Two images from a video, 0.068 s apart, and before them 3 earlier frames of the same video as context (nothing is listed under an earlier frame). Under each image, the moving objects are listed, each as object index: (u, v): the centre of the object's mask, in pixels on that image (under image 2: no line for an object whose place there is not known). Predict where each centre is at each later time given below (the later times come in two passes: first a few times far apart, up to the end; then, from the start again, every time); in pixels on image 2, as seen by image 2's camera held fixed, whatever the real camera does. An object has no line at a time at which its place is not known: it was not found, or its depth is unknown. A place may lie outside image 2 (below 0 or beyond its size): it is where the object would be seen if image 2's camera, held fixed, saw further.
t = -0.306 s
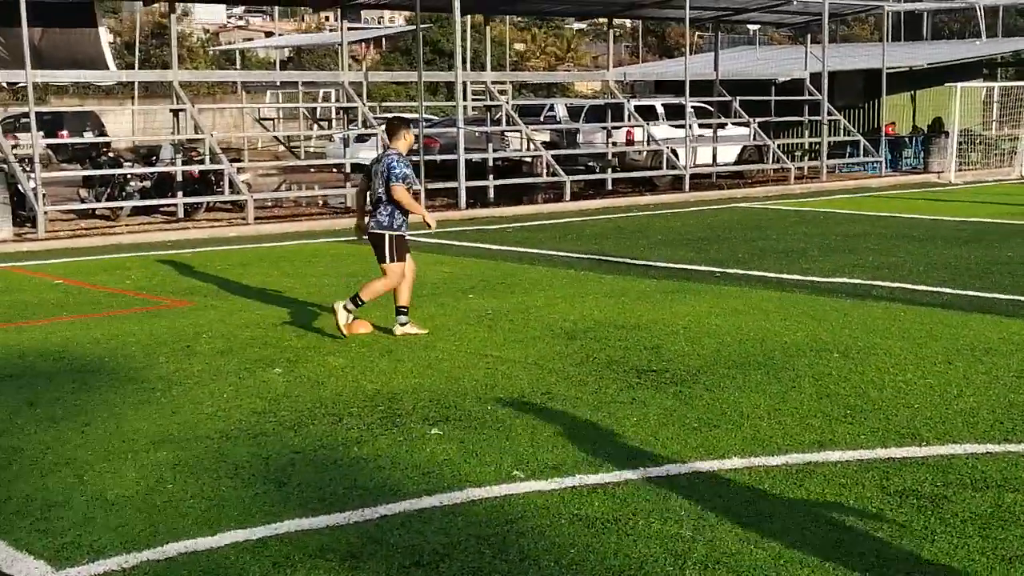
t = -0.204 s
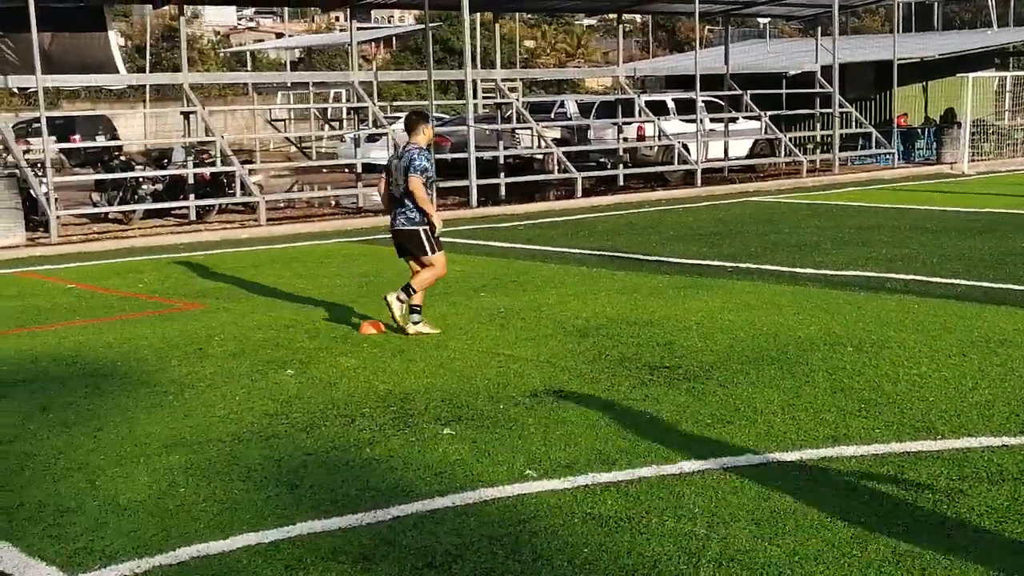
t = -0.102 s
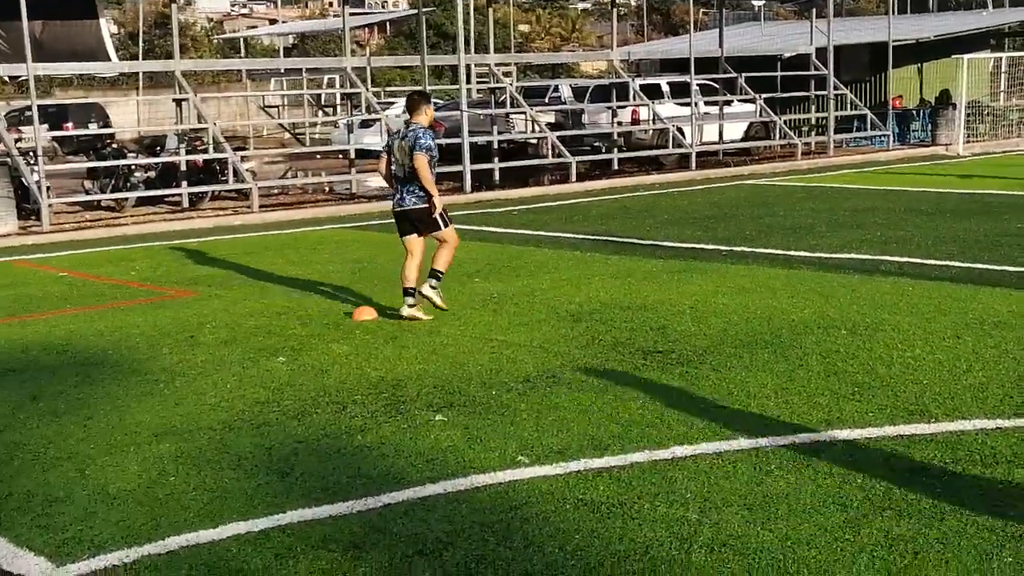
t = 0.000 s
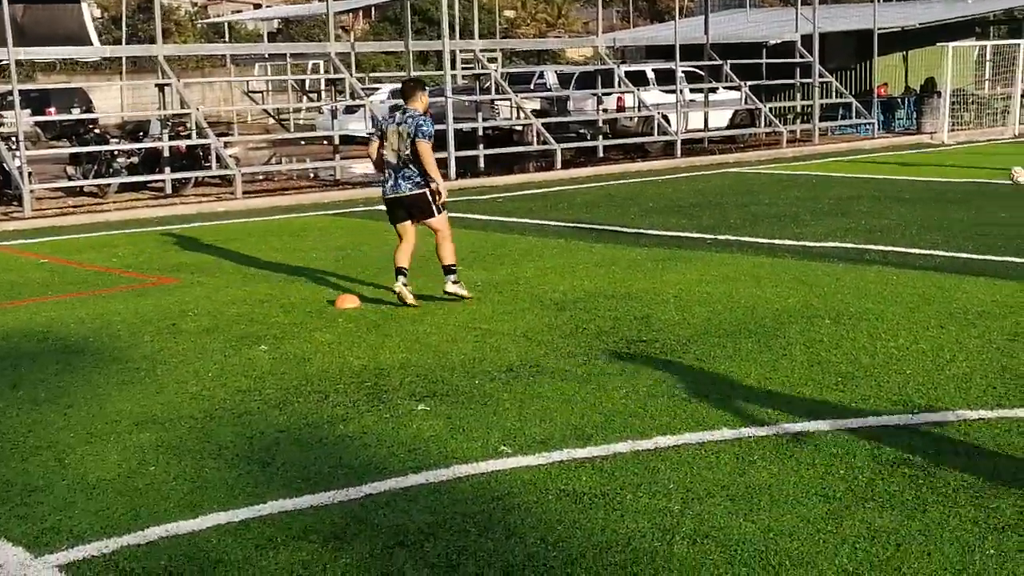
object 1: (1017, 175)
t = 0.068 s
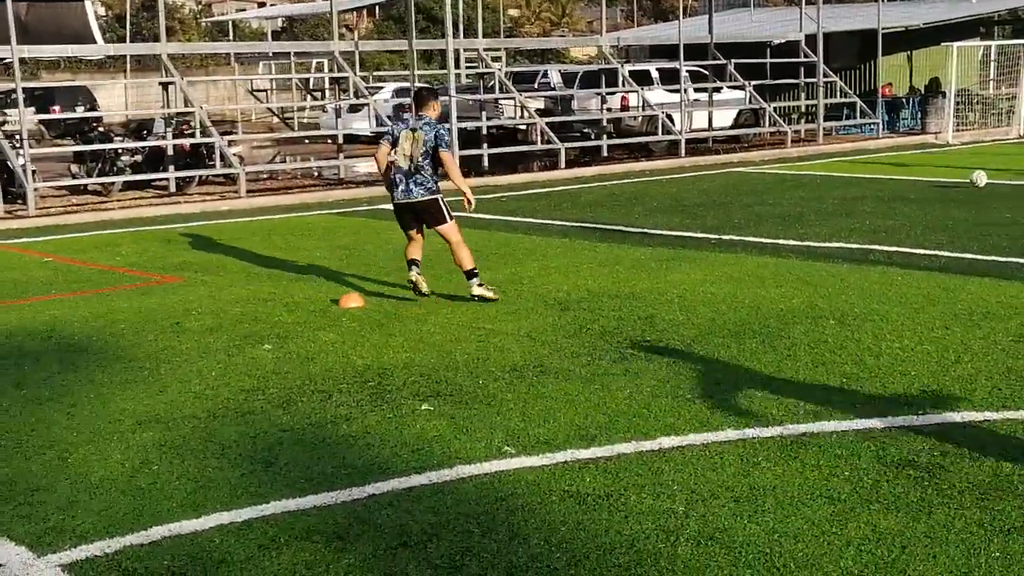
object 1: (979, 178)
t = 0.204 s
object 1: (889, 186)
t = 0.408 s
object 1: (761, 197)
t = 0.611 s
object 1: (641, 207)
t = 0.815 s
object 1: (533, 214)
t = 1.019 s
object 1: (424, 225)
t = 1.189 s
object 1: (330, 232)
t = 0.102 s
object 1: (956, 182)
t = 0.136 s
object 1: (934, 184)
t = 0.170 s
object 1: (912, 185)
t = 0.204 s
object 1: (889, 186)
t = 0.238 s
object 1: (868, 188)
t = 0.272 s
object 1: (847, 190)
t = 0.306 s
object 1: (825, 191)
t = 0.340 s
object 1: (804, 193)
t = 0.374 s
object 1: (782, 195)
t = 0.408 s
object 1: (761, 197)
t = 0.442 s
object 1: (740, 198)
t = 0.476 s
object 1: (720, 201)
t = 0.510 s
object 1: (700, 202)
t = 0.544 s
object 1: (680, 203)
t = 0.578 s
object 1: (661, 205)
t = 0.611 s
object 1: (641, 207)
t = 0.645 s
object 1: (623, 208)
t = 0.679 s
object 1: (605, 209)
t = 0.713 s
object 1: (586, 212)
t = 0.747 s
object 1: (569, 212)
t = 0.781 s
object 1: (550, 212)
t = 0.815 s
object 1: (533, 214)
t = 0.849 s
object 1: (515, 217)
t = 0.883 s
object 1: (497, 219)
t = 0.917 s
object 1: (478, 219)
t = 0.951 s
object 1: (461, 220)
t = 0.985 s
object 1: (442, 223)
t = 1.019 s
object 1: (424, 225)
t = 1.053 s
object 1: (405, 226)
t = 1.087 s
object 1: (387, 227)
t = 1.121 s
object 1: (368, 229)
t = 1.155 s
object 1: (349, 229)
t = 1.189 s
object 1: (330, 232)
